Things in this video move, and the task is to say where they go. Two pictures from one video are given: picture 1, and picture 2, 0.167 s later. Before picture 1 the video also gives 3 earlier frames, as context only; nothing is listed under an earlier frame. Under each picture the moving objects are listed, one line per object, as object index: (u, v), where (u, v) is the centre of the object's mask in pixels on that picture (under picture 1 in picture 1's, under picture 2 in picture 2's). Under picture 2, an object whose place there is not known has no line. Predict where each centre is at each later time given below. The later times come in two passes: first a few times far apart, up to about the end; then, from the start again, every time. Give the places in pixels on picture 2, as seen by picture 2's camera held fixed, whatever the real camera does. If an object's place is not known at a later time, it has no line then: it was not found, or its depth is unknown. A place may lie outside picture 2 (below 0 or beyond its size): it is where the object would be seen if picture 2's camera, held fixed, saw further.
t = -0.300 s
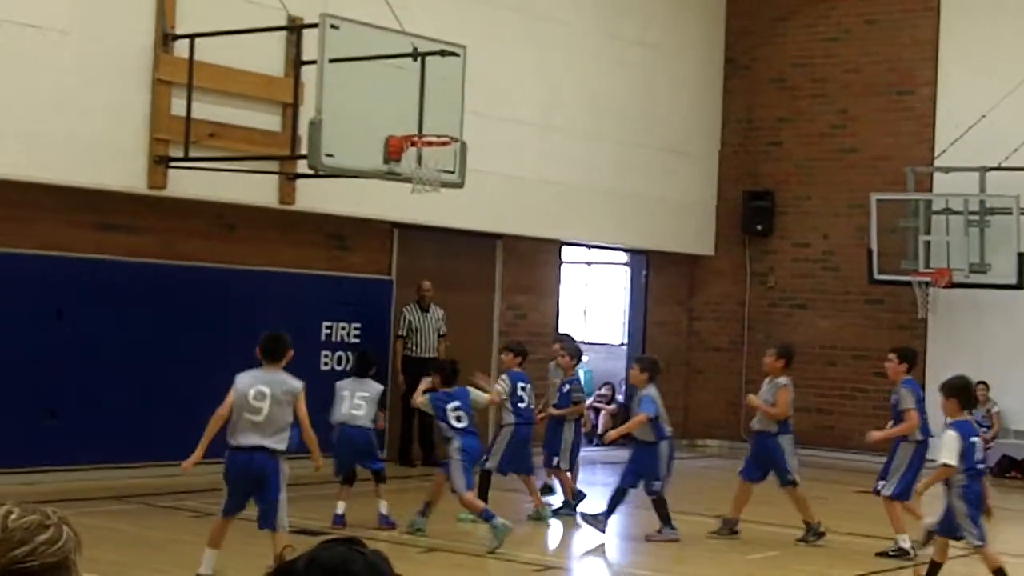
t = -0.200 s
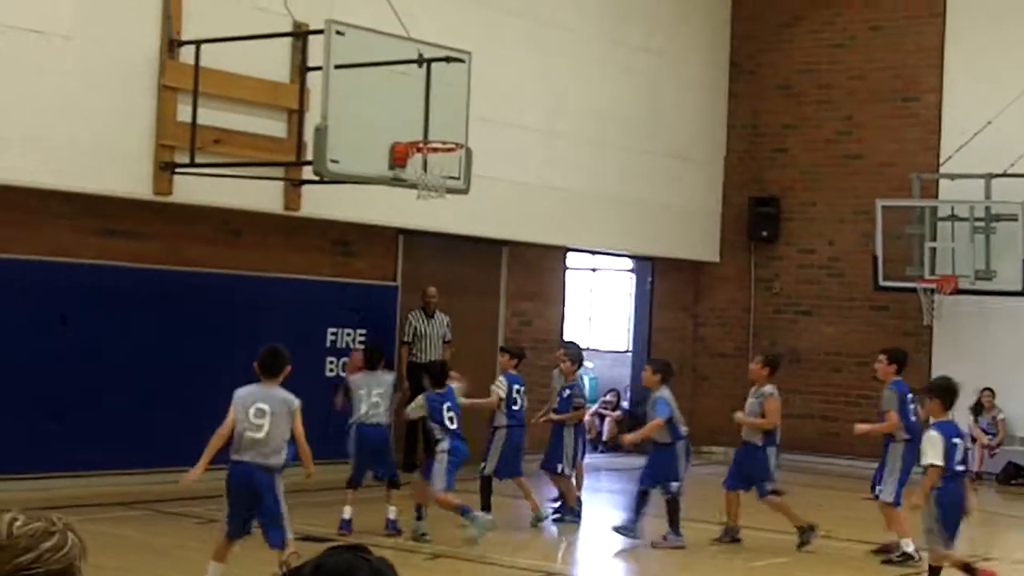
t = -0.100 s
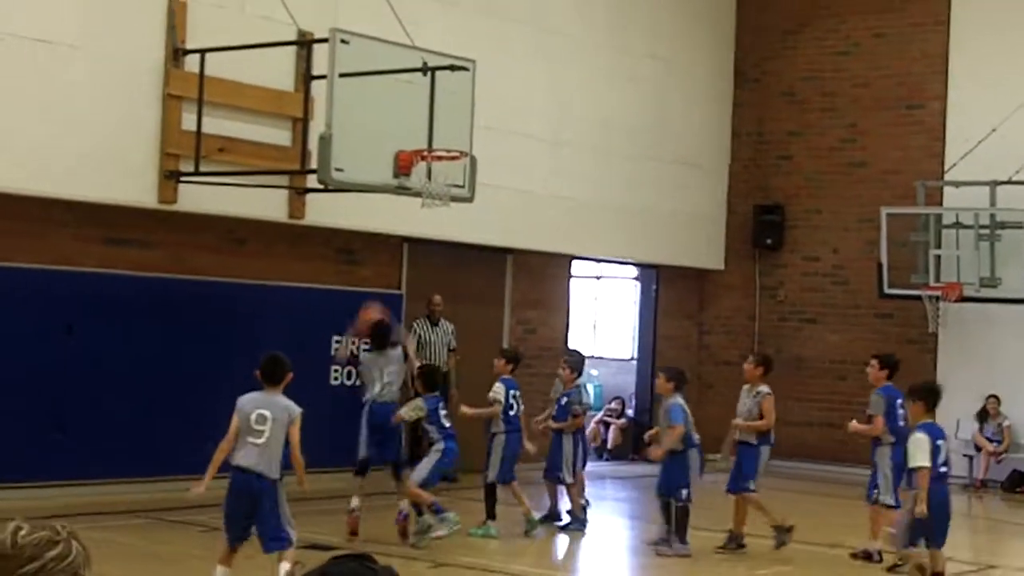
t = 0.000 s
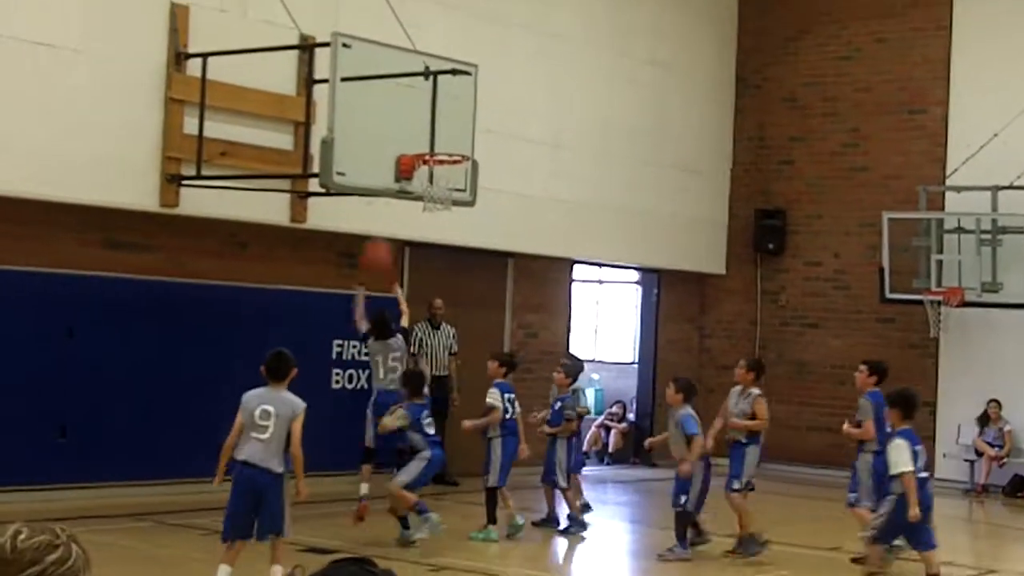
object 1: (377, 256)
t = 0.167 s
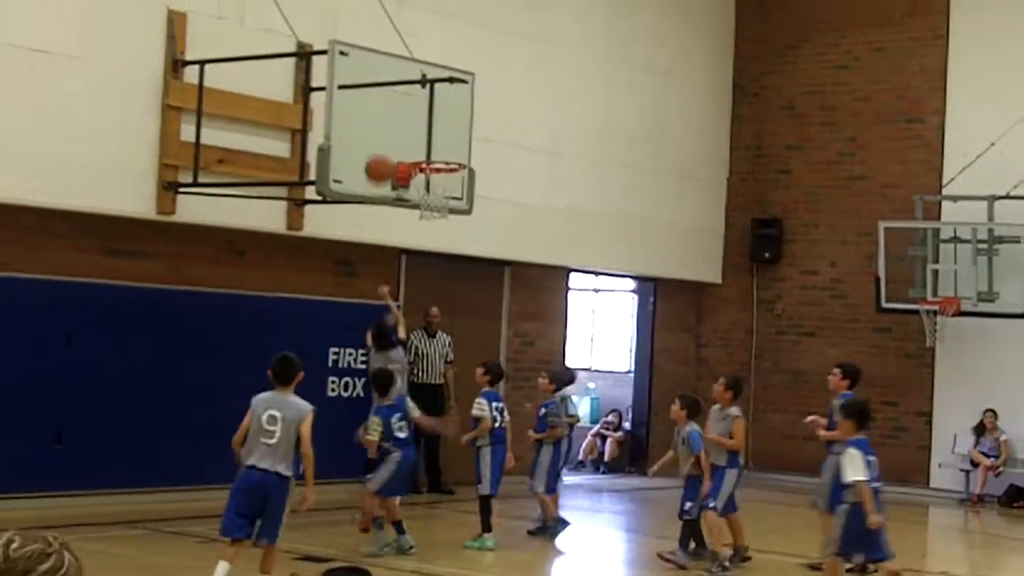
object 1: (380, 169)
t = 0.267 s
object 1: (382, 130)
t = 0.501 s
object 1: (386, 88)
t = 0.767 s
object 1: (399, 118)
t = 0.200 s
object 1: (381, 154)
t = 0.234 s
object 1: (382, 141)
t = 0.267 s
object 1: (382, 130)
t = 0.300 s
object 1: (383, 120)
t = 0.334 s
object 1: (384, 111)
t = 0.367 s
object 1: (385, 104)
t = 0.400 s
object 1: (385, 97)
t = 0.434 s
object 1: (386, 93)
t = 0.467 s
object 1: (386, 90)
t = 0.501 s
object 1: (386, 88)
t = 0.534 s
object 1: (386, 88)
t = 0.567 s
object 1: (387, 88)
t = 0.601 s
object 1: (387, 90)
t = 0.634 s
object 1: (387, 93)
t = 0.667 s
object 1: (387, 97)
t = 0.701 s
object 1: (391, 103)
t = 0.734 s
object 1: (395, 110)
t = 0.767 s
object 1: (399, 118)
